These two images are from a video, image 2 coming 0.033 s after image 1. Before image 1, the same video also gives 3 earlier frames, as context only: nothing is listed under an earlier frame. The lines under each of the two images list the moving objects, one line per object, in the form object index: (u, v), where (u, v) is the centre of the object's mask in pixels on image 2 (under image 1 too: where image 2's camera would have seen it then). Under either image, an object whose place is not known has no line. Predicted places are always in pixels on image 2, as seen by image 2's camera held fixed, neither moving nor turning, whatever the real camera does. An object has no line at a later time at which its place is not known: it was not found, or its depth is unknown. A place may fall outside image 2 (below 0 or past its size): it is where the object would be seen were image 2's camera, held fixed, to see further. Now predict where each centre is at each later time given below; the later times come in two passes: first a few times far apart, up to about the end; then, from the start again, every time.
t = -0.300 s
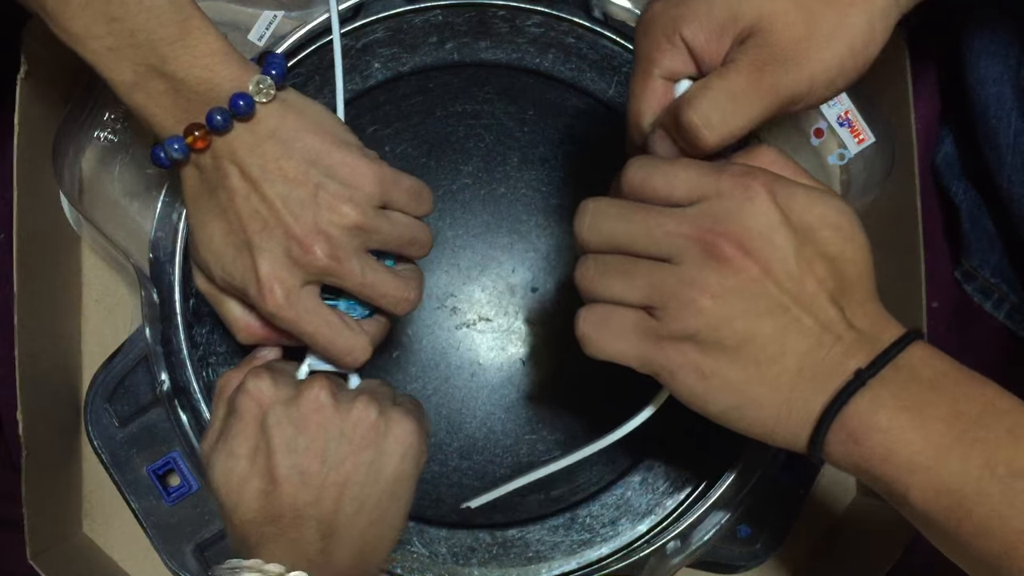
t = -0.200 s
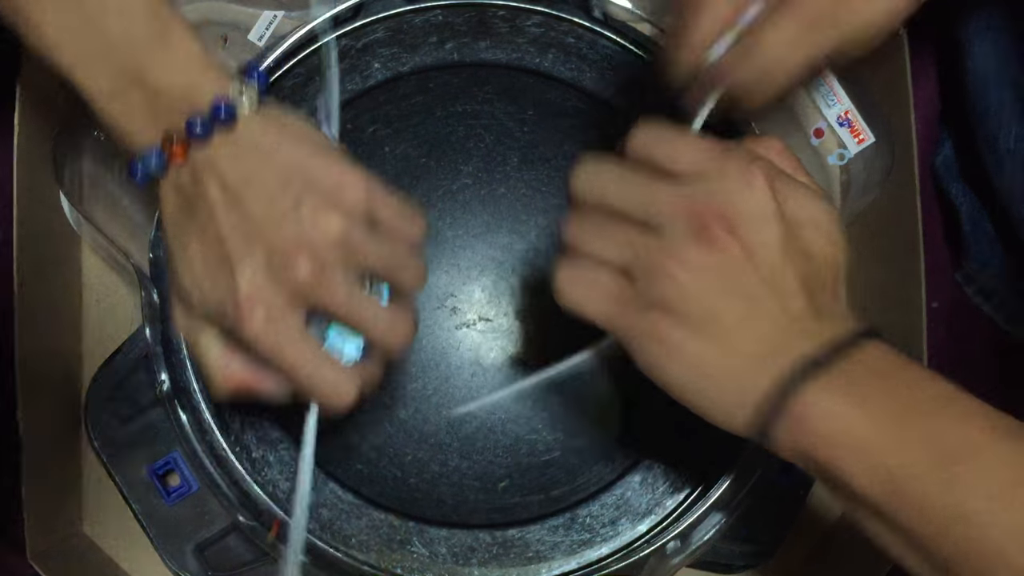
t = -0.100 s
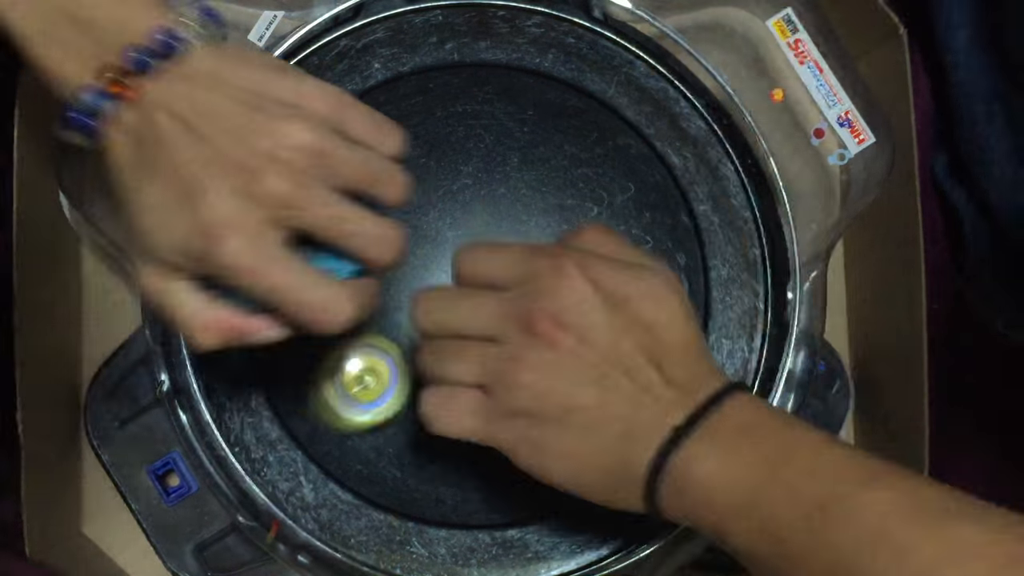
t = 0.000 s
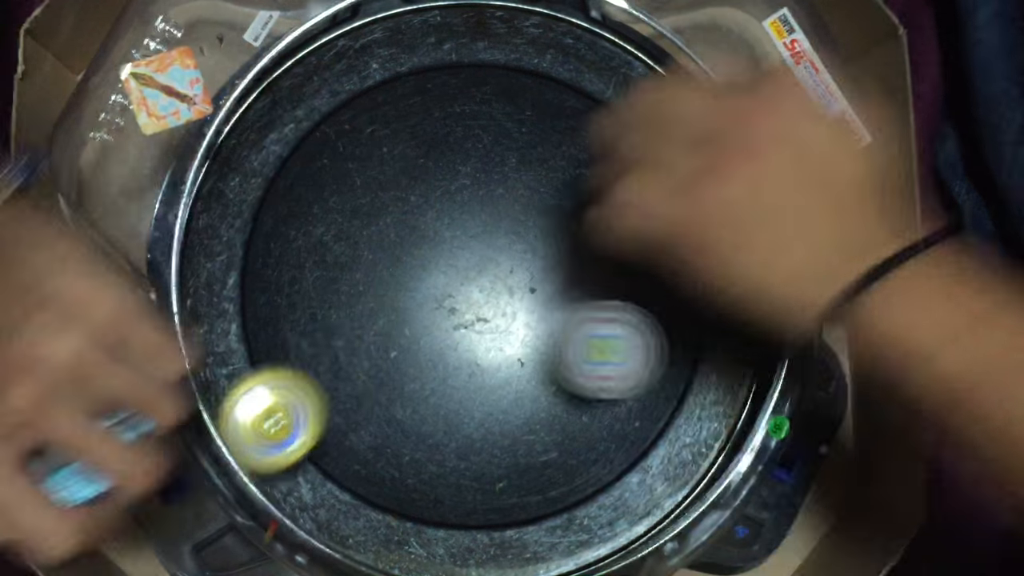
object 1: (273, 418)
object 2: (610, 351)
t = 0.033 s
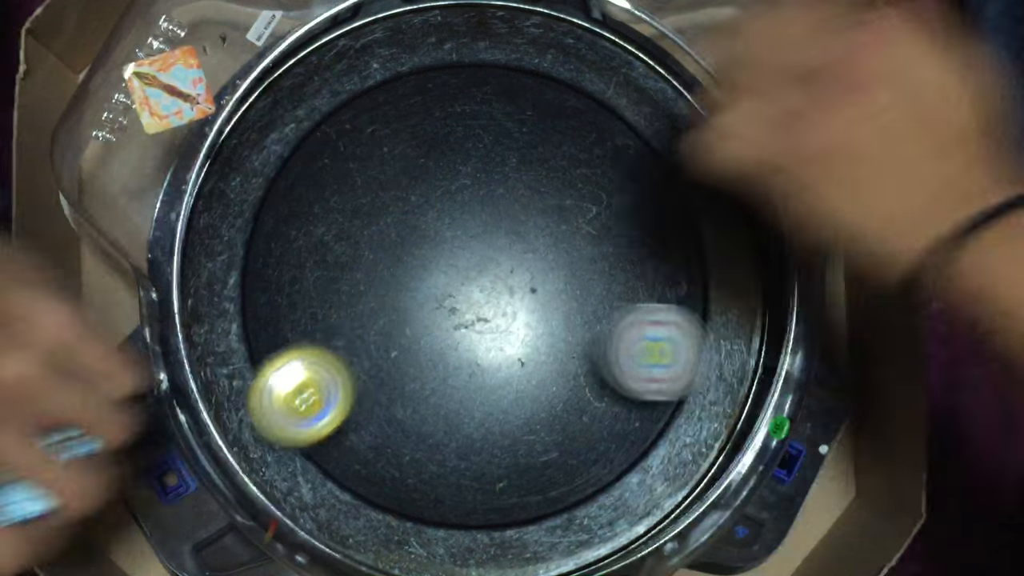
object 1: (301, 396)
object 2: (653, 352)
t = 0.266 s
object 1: (515, 264)
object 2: (664, 255)
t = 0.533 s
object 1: (247, 251)
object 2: (607, 204)
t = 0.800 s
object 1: (238, 407)
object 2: (461, 313)
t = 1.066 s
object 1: (368, 449)
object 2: (492, 465)
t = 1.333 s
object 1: (490, 266)
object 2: (626, 410)
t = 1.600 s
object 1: (404, 147)
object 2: (577, 286)
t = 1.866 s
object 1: (308, 221)
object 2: (409, 335)
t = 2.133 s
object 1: (459, 282)
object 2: (404, 501)
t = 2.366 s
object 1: (534, 175)
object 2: (547, 439)
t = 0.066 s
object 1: (330, 374)
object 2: (698, 354)
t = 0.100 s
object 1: (366, 351)
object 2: (736, 345)
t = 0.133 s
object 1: (400, 330)
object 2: (744, 329)
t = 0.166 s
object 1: (434, 311)
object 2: (732, 310)
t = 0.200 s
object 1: (466, 292)
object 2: (711, 290)
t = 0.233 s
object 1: (495, 276)
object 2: (689, 271)
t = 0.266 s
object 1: (515, 264)
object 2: (664, 255)
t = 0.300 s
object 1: (534, 253)
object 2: (637, 239)
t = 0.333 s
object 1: (500, 242)
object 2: (654, 224)
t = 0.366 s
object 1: (459, 235)
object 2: (675, 210)
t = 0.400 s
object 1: (411, 229)
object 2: (682, 202)
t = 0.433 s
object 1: (363, 228)
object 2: (669, 200)
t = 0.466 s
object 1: (318, 231)
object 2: (652, 200)
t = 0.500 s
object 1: (274, 237)
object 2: (631, 201)
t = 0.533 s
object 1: (247, 251)
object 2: (607, 204)
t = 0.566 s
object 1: (237, 269)
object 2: (584, 209)
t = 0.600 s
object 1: (230, 290)
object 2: (562, 216)
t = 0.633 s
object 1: (223, 311)
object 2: (539, 227)
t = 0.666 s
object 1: (212, 333)
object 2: (519, 239)
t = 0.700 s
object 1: (222, 351)
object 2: (502, 253)
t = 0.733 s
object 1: (229, 370)
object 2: (485, 271)
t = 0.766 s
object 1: (237, 388)
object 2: (473, 291)
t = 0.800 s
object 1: (238, 407)
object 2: (461, 313)
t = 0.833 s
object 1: (245, 423)
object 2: (453, 344)
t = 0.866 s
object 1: (254, 436)
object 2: (450, 367)
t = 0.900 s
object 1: (269, 444)
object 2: (449, 388)
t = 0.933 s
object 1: (282, 454)
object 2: (451, 410)
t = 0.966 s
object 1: (297, 459)
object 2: (458, 431)
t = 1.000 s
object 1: (315, 460)
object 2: (466, 444)
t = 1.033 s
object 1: (340, 456)
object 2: (478, 457)
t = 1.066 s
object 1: (368, 449)
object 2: (492, 465)
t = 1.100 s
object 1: (396, 439)
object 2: (507, 470)
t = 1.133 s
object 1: (424, 422)
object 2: (525, 470)
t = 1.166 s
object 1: (447, 401)
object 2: (543, 467)
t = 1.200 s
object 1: (465, 378)
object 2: (561, 462)
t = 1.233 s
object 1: (479, 351)
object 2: (581, 452)
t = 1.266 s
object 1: (488, 324)
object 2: (599, 439)
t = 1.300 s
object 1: (491, 293)
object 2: (614, 425)
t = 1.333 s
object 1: (490, 266)
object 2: (626, 410)
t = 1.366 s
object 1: (486, 242)
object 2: (633, 391)
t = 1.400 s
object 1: (479, 221)
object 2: (637, 372)
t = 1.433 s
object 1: (470, 203)
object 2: (636, 354)
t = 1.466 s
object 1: (461, 188)
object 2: (632, 337)
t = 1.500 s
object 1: (449, 175)
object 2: (624, 321)
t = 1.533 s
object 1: (435, 163)
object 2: (610, 306)
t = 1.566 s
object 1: (420, 154)
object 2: (595, 295)
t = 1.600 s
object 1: (404, 147)
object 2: (577, 286)
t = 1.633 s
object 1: (384, 143)
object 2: (555, 282)
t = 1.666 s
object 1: (366, 142)
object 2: (534, 281)
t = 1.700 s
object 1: (348, 146)
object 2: (513, 283)
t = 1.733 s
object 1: (332, 154)
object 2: (489, 286)
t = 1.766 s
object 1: (319, 168)
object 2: (470, 293)
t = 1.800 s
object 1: (311, 184)
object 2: (447, 304)
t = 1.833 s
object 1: (307, 203)
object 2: (428, 318)
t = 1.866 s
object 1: (308, 221)
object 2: (409, 335)
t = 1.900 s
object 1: (315, 240)
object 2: (394, 355)
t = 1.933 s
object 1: (328, 255)
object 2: (381, 377)
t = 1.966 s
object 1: (344, 269)
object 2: (373, 400)
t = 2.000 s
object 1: (365, 281)
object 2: (370, 422)
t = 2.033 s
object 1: (387, 288)
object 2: (371, 445)
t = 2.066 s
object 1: (411, 290)
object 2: (377, 466)
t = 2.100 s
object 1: (436, 289)
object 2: (387, 485)
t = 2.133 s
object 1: (459, 282)
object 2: (404, 501)
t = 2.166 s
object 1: (478, 273)
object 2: (423, 513)
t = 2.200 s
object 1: (496, 260)
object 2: (448, 512)
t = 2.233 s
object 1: (511, 244)
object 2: (474, 505)
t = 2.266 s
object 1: (521, 228)
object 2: (496, 494)
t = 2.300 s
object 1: (529, 210)
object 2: (516, 480)
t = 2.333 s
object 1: (534, 191)
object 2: (534, 461)
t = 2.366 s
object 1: (534, 175)
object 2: (547, 439)
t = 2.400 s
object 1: (532, 159)
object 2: (556, 418)
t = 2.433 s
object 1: (526, 145)
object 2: (559, 391)
